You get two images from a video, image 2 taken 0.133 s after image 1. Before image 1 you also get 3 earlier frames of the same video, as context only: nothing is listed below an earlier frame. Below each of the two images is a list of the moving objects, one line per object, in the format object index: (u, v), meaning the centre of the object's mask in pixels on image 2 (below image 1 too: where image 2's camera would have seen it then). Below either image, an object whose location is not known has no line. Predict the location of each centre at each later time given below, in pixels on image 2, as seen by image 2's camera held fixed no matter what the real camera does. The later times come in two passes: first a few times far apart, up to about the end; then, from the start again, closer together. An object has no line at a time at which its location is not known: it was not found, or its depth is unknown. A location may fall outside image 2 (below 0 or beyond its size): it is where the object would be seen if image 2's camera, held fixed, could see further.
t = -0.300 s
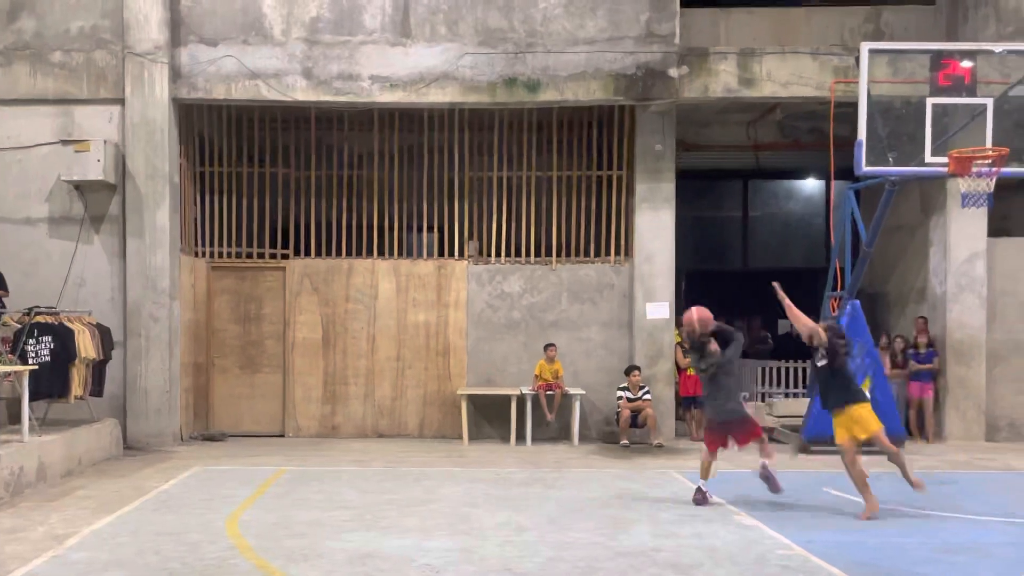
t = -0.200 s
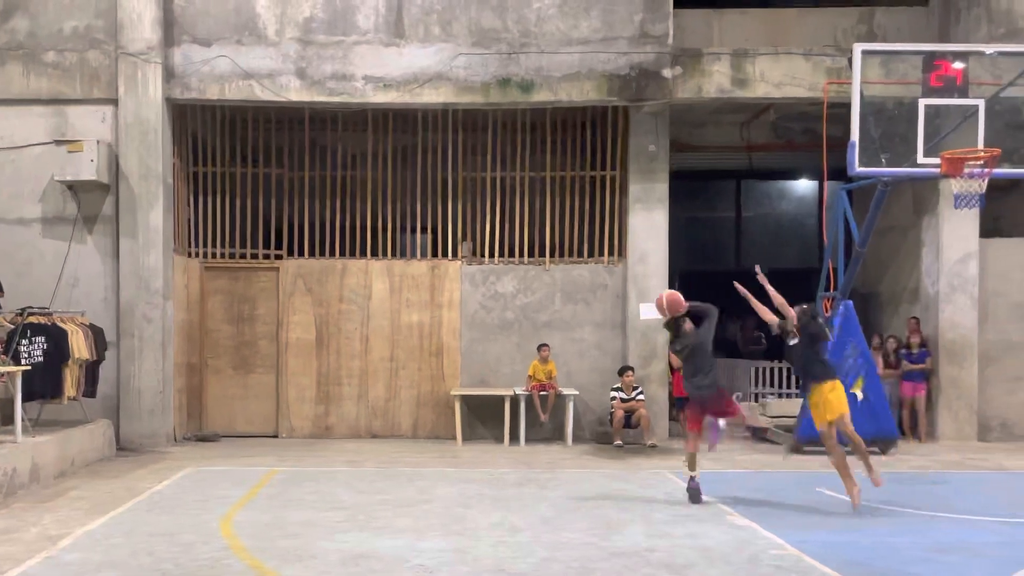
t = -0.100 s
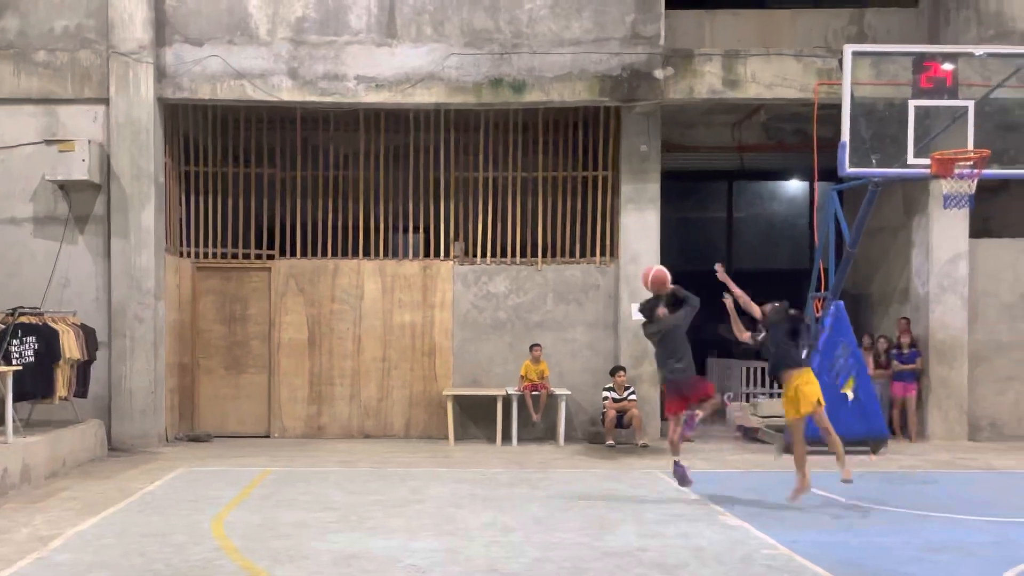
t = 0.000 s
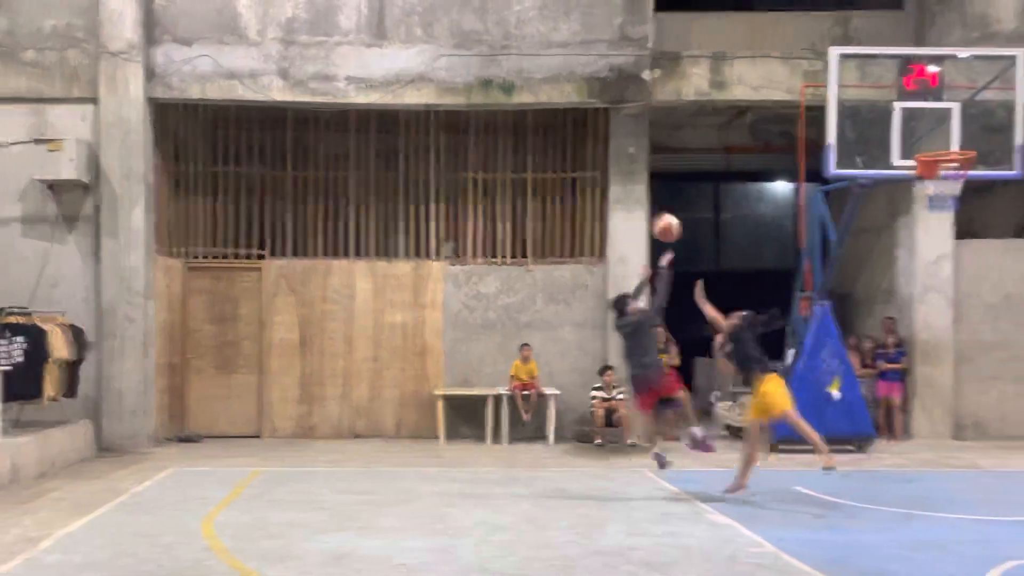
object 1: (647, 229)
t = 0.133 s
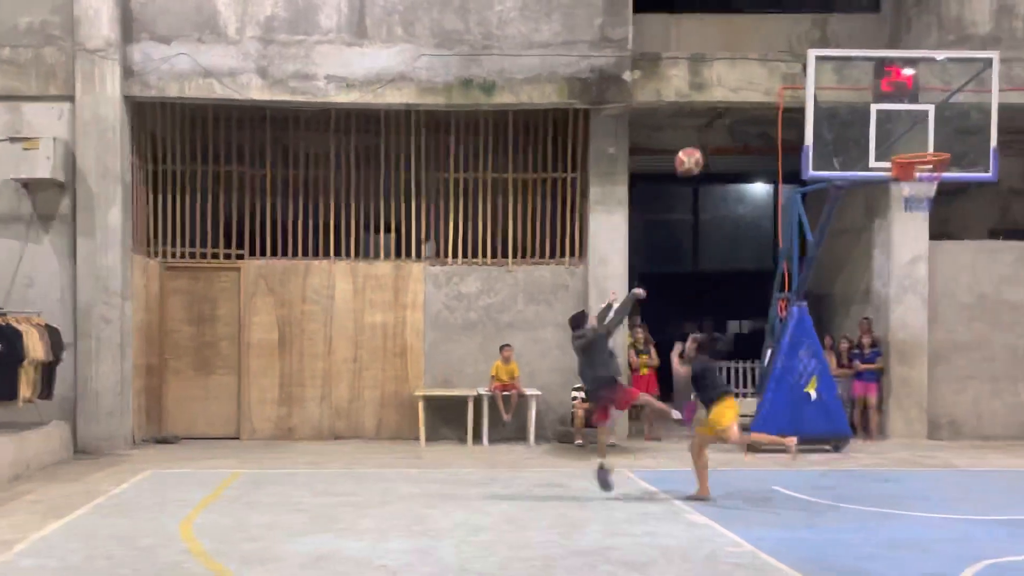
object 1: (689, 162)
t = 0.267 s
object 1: (730, 115)
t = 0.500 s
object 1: (796, 86)
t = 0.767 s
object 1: (870, 118)
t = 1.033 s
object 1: (919, 112)
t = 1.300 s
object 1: (959, 115)
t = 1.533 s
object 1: (991, 178)
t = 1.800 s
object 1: (1028, 314)
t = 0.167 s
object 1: (699, 148)
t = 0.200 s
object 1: (709, 136)
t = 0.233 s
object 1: (720, 124)
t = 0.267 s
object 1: (730, 115)
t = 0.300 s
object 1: (740, 107)
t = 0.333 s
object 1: (749, 101)
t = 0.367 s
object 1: (759, 94)
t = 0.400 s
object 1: (769, 92)
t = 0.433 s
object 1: (777, 87)
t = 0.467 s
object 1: (788, 86)
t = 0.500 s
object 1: (796, 86)
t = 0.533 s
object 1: (808, 85)
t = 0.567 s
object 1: (815, 86)
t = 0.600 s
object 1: (825, 89)
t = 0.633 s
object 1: (836, 91)
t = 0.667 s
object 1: (843, 98)
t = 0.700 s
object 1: (851, 103)
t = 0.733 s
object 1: (860, 109)
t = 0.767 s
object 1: (870, 118)
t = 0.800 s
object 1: (878, 128)
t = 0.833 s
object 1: (886, 138)
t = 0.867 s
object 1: (892, 145)
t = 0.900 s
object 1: (898, 137)
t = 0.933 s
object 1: (904, 131)
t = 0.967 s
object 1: (909, 122)
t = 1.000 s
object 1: (914, 117)
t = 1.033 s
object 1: (919, 112)
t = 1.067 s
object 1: (924, 109)
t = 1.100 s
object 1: (928, 105)
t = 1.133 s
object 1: (932, 103)
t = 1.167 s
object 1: (936, 103)
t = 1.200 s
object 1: (942, 103)
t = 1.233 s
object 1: (947, 106)
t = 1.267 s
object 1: (952, 110)
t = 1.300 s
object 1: (959, 115)
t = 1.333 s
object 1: (962, 120)
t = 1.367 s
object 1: (968, 126)
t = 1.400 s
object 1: (972, 134)
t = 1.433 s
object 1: (976, 144)
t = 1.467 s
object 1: (981, 152)
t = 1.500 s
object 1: (985, 167)
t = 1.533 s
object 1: (991, 178)
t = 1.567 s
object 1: (994, 190)
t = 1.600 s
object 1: (999, 203)
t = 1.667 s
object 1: (1010, 235)
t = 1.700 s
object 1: (1016, 254)
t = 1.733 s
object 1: (1019, 272)
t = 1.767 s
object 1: (1022, 292)
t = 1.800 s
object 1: (1028, 314)
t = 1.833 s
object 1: (1031, 335)
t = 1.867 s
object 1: (1032, 358)
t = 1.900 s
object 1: (1033, 384)
